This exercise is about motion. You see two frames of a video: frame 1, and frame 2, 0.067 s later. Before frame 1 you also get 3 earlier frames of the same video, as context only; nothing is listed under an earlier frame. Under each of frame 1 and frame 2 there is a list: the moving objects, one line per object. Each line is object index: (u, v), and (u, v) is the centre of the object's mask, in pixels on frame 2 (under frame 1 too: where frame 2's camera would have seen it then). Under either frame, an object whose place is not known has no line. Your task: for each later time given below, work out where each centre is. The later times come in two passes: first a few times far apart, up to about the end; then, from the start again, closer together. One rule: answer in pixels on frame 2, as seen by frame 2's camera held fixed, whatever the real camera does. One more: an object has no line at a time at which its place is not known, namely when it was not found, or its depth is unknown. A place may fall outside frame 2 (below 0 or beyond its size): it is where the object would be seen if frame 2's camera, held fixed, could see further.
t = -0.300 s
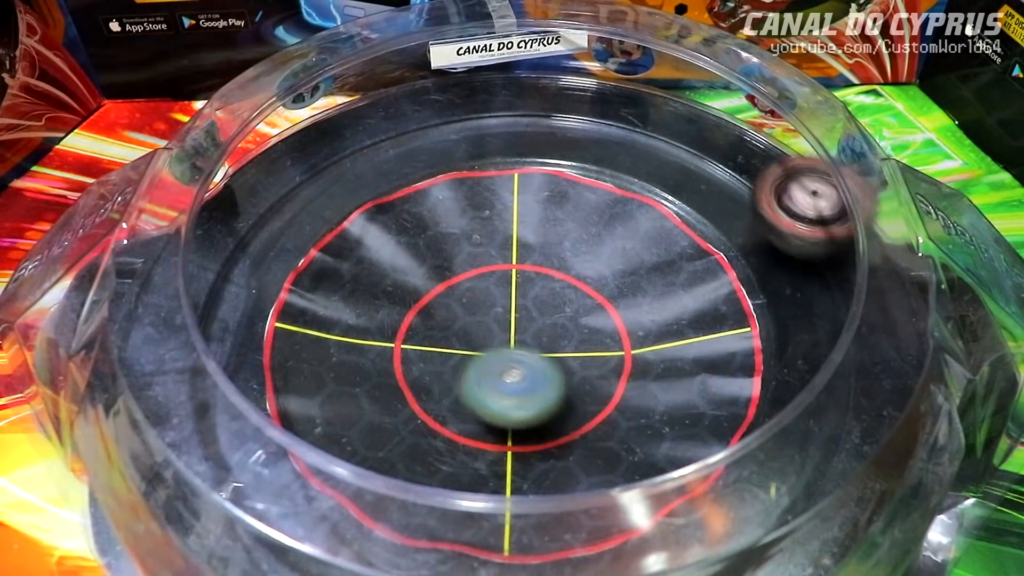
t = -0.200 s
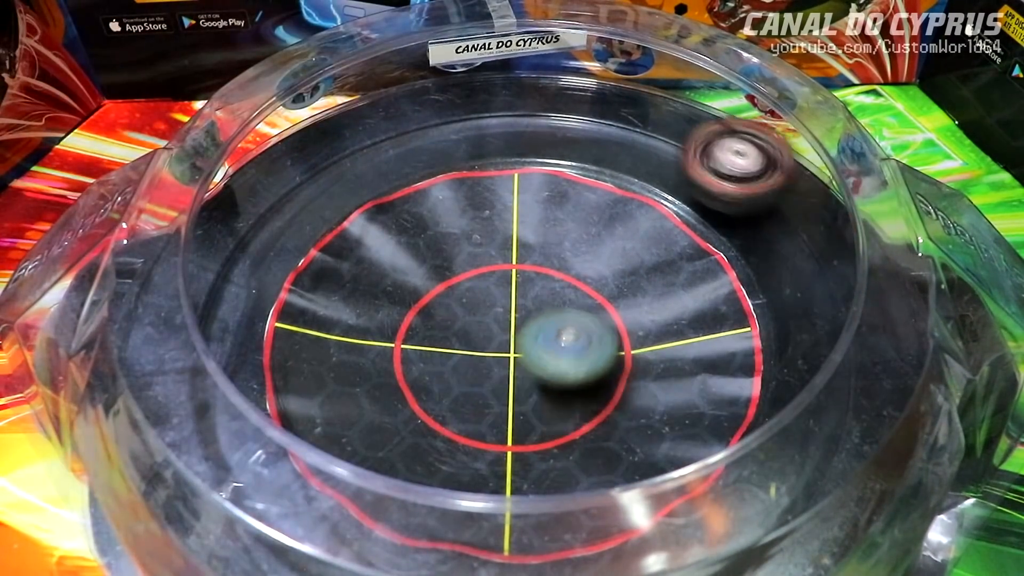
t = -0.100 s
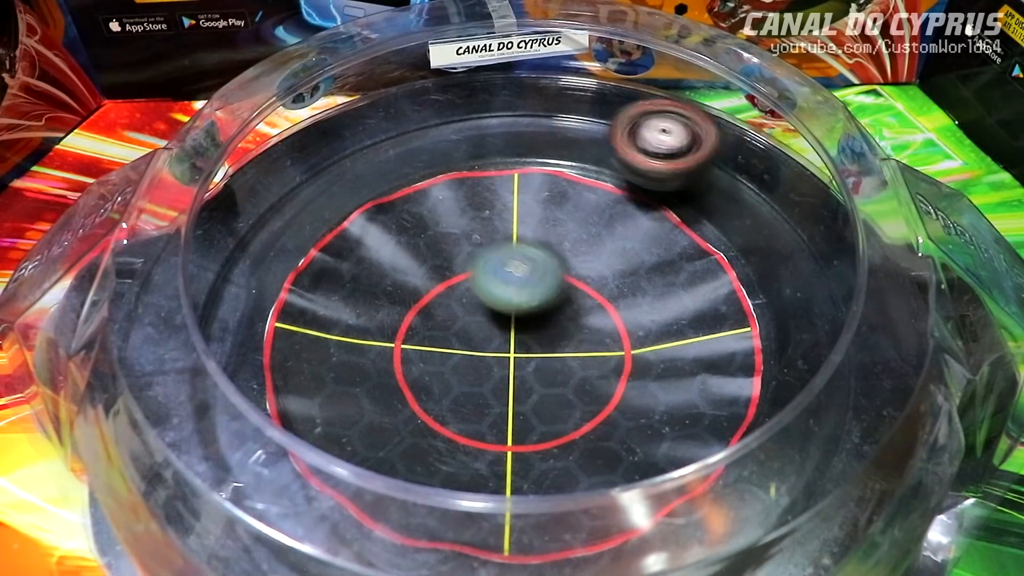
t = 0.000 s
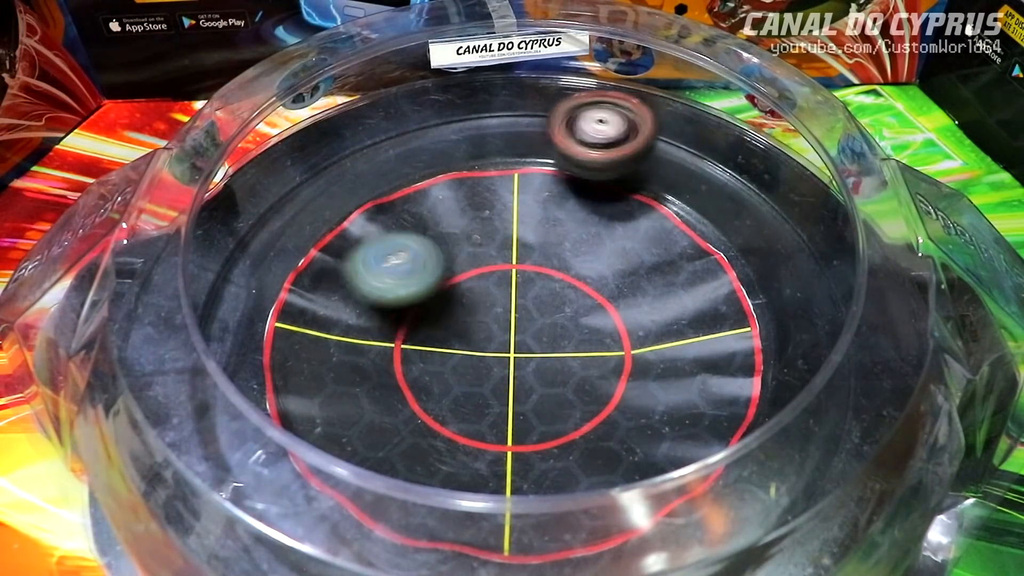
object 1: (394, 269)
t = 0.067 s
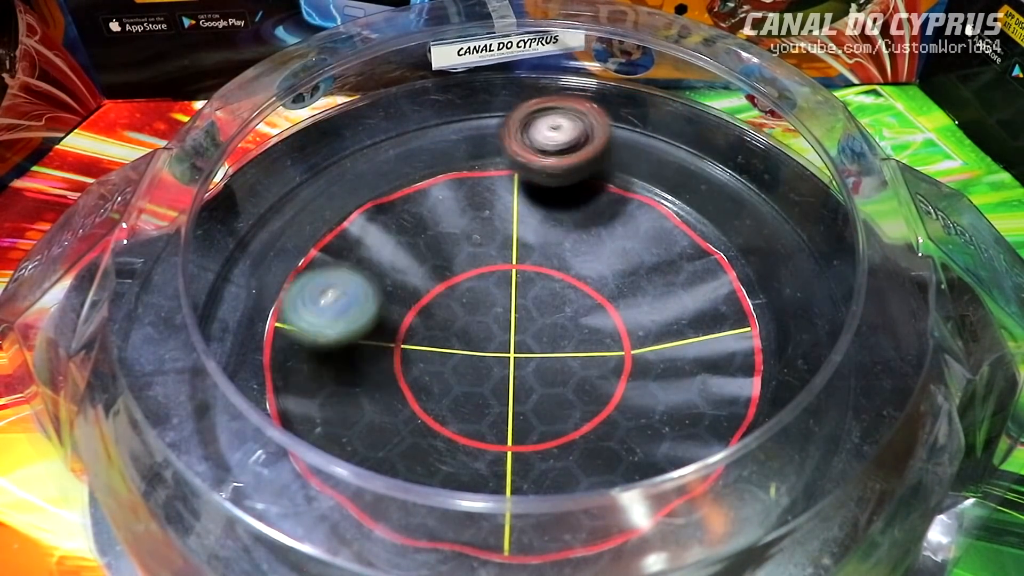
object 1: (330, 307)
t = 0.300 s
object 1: (471, 462)
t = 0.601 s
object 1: (581, 203)
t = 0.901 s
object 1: (276, 188)
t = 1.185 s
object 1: (266, 199)
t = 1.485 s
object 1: (321, 178)
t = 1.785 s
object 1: (344, 117)
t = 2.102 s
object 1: (339, 150)
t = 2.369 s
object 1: (385, 303)
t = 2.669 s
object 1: (493, 353)
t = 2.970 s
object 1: (471, 324)
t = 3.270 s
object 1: (529, 295)
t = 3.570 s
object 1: (472, 357)
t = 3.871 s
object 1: (571, 259)
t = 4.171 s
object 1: (465, 336)
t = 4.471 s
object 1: (624, 307)
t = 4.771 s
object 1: (472, 306)
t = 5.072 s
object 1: (591, 376)
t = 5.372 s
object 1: (496, 286)
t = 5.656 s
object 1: (487, 390)
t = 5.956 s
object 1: (539, 282)
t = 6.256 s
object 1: (452, 342)
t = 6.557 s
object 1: (575, 291)
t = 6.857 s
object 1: (473, 315)
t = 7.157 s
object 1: (597, 323)
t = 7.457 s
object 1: (489, 316)
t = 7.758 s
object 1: (570, 353)
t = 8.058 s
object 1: (479, 306)
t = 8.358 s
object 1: (529, 357)
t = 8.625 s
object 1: (517, 281)
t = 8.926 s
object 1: (502, 339)
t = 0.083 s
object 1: (319, 320)
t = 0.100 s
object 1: (310, 334)
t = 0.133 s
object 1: (305, 367)
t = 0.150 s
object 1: (308, 384)
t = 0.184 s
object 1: (327, 410)
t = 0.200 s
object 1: (340, 421)
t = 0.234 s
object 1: (377, 441)
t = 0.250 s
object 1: (395, 457)
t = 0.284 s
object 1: (444, 460)
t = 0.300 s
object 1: (471, 462)
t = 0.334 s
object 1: (524, 458)
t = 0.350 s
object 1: (553, 452)
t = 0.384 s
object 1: (597, 429)
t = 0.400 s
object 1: (614, 413)
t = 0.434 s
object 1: (641, 378)
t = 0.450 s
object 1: (650, 356)
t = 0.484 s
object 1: (656, 317)
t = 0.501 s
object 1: (653, 297)
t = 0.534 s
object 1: (638, 262)
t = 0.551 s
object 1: (628, 244)
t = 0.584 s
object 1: (595, 215)
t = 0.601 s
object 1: (581, 203)
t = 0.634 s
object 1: (539, 181)
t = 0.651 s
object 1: (519, 175)
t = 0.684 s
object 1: (476, 164)
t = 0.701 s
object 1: (455, 161)
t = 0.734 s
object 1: (414, 161)
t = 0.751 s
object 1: (395, 164)
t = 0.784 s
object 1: (358, 175)
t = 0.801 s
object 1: (342, 181)
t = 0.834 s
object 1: (313, 189)
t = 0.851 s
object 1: (302, 191)
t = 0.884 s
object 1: (282, 190)
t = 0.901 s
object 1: (276, 188)
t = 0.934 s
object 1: (268, 185)
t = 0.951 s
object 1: (265, 187)
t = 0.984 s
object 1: (262, 198)
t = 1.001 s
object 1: (260, 203)
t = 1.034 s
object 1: (258, 208)
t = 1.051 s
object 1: (257, 208)
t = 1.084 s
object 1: (257, 208)
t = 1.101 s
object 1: (258, 207)
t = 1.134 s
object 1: (260, 204)
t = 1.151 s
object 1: (262, 203)
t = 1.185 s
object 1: (266, 199)
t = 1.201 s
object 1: (268, 197)
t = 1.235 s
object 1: (273, 193)
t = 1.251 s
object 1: (276, 191)
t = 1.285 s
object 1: (281, 188)
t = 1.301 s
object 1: (284, 188)
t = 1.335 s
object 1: (290, 185)
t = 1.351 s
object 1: (293, 184)
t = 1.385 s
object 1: (299, 182)
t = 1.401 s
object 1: (303, 181)
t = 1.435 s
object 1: (310, 179)
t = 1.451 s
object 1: (313, 179)
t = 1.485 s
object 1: (321, 178)
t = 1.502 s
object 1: (324, 177)
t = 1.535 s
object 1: (332, 175)
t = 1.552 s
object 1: (336, 176)
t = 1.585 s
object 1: (342, 176)
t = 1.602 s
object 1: (346, 175)
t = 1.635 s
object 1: (341, 139)
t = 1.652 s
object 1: (338, 127)
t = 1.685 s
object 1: (337, 110)
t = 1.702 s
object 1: (339, 110)
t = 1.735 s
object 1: (343, 115)
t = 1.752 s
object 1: (343, 115)
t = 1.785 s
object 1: (344, 117)
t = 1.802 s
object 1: (344, 116)
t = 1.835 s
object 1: (346, 115)
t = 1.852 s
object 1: (348, 115)
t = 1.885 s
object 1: (350, 114)
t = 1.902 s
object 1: (351, 113)
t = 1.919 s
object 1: (353, 113)
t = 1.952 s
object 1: (357, 113)
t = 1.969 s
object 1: (358, 113)
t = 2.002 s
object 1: (357, 116)
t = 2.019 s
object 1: (355, 120)
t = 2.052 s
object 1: (348, 133)
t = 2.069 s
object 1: (344, 140)
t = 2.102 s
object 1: (339, 150)
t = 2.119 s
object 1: (339, 155)
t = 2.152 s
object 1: (344, 163)
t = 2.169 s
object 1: (349, 167)
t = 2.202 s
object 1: (357, 176)
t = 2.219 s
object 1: (362, 184)
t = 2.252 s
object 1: (368, 203)
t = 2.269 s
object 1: (370, 215)
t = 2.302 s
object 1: (373, 242)
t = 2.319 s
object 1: (375, 256)
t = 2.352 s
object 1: (380, 287)
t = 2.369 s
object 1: (385, 303)
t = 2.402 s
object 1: (402, 332)
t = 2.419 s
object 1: (414, 346)
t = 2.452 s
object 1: (445, 371)
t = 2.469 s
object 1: (462, 379)
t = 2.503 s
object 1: (496, 392)
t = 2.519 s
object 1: (518, 395)
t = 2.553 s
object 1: (505, 383)
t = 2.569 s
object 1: (495, 377)
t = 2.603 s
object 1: (486, 365)
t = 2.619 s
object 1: (486, 359)
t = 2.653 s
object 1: (489, 354)
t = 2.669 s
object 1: (493, 353)
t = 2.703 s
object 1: (500, 352)
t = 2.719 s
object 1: (503, 351)
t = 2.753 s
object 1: (508, 348)
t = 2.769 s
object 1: (510, 345)
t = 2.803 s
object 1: (511, 338)
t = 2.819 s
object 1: (510, 334)
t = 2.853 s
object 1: (504, 327)
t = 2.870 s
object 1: (500, 325)
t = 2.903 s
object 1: (491, 321)
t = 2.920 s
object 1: (485, 320)
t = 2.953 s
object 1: (475, 321)
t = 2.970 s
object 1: (471, 324)
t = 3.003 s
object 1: (465, 331)
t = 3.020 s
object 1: (465, 335)
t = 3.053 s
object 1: (470, 344)
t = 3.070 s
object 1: (476, 348)
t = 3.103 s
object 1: (492, 351)
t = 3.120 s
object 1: (501, 351)
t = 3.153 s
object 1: (518, 344)
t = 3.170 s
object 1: (525, 339)
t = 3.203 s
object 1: (534, 325)
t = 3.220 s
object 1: (536, 318)
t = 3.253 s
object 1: (532, 302)
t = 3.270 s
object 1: (529, 295)
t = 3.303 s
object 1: (516, 282)
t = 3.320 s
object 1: (507, 278)
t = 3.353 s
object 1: (488, 272)
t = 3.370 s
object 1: (477, 273)
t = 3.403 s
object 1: (457, 279)
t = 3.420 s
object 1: (449, 284)
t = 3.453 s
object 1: (438, 299)
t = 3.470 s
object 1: (436, 306)
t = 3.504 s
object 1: (439, 326)
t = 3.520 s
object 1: (443, 335)
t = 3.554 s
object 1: (460, 351)
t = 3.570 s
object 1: (472, 357)
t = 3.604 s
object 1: (498, 363)
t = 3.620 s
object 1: (511, 364)
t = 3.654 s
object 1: (538, 359)
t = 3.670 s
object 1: (550, 355)
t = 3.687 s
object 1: (561, 349)
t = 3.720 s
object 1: (577, 333)
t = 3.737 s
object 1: (583, 325)
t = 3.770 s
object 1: (590, 308)
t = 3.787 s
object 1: (591, 300)
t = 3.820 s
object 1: (587, 281)
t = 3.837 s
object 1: (583, 272)
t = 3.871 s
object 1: (571, 259)
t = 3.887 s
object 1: (564, 254)
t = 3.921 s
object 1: (547, 247)
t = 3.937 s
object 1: (537, 244)
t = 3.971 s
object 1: (515, 243)
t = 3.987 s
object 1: (504, 245)
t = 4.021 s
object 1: (482, 254)
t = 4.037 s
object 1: (475, 260)
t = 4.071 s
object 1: (461, 275)
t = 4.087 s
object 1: (457, 285)
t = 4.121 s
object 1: (455, 306)
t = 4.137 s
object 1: (456, 317)
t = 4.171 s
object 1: (465, 336)
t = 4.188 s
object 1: (472, 345)
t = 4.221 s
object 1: (491, 358)
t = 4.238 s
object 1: (504, 364)
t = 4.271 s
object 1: (529, 370)
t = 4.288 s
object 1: (542, 370)
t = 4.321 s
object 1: (567, 366)
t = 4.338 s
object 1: (578, 363)
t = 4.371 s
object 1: (597, 353)
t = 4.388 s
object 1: (606, 347)
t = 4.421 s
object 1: (618, 330)
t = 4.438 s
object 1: (622, 322)
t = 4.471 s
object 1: (624, 307)
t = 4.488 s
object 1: (623, 298)
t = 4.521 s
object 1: (614, 282)
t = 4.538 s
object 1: (607, 275)
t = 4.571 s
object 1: (591, 266)
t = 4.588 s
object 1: (581, 262)
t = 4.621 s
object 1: (559, 260)
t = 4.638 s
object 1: (547, 261)
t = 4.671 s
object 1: (523, 266)
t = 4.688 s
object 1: (513, 270)
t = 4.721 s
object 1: (492, 283)
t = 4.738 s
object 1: (484, 290)
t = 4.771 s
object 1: (472, 306)
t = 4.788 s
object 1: (468, 314)
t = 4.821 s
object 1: (465, 333)
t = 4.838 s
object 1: (467, 342)
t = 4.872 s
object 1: (473, 359)
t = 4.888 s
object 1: (479, 367)
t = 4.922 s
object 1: (495, 381)
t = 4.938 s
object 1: (506, 385)
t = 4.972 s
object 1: (527, 391)
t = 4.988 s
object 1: (539, 392)
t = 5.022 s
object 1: (564, 390)
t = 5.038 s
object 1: (573, 386)
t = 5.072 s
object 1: (591, 376)
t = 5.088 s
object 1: (598, 369)
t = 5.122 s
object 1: (608, 352)
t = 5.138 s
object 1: (610, 344)
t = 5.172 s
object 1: (609, 327)
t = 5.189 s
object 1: (605, 318)
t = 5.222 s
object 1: (592, 305)
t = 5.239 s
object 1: (584, 298)
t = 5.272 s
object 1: (565, 289)
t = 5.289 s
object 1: (556, 286)
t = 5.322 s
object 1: (531, 282)
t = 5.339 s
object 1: (520, 282)
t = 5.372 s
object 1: (496, 286)
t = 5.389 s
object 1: (487, 288)
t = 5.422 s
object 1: (466, 297)
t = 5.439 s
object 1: (459, 303)
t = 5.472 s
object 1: (447, 315)
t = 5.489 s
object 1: (443, 323)
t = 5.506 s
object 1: (440, 331)
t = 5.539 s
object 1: (440, 346)
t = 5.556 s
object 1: (442, 354)
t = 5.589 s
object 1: (452, 370)
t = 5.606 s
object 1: (458, 376)
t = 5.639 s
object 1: (476, 386)
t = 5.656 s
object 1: (487, 390)
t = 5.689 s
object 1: (511, 389)
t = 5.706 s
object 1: (522, 388)
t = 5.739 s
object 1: (544, 379)
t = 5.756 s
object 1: (553, 372)
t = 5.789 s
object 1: (565, 359)
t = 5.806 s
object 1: (570, 349)
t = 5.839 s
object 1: (571, 333)
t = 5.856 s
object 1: (571, 324)
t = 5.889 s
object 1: (566, 307)
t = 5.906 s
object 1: (562, 300)
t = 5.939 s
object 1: (549, 287)
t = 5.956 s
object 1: (539, 282)
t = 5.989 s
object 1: (522, 274)
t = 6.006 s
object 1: (513, 271)
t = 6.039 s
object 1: (493, 269)
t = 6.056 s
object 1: (483, 269)
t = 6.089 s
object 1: (465, 275)
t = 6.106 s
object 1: (458, 278)
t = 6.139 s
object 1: (444, 290)
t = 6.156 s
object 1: (440, 296)
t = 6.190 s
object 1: (437, 311)
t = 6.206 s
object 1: (438, 320)
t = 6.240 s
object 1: (445, 335)
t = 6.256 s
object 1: (452, 342)
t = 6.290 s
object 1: (468, 352)
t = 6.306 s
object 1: (478, 357)
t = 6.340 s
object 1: (501, 360)
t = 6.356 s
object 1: (513, 359)
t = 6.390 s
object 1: (534, 355)
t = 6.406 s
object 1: (544, 350)
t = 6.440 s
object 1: (560, 341)
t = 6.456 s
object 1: (565, 333)
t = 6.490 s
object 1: (573, 320)
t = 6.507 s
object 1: (577, 312)
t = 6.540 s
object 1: (576, 297)
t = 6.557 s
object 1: (575, 291)
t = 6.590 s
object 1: (567, 276)
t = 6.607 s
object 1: (562, 271)
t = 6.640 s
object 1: (547, 262)
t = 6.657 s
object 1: (539, 260)
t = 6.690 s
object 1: (521, 260)
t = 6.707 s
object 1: (512, 260)
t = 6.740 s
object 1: (496, 266)
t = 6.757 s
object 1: (488, 272)
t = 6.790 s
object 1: (478, 284)
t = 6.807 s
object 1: (474, 292)
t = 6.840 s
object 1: (472, 307)
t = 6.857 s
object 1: (473, 315)
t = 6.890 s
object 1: (479, 329)
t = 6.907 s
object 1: (485, 336)
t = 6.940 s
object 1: (500, 347)
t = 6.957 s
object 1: (509, 351)
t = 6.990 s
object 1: (527, 356)
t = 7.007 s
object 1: (537, 358)
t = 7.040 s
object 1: (557, 356)
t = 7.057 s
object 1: (565, 354)
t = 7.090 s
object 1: (580, 347)
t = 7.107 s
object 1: (586, 341)
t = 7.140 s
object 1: (596, 329)
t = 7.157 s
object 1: (597, 323)
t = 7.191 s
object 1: (598, 310)
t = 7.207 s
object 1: (595, 305)
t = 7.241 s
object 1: (586, 293)
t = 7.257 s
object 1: (579, 290)
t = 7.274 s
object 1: (572, 286)
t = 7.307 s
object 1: (556, 284)
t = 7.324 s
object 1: (546, 284)
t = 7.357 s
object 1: (528, 287)
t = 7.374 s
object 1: (520, 290)
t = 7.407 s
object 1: (505, 299)
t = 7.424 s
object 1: (499, 303)
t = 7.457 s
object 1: (489, 316)
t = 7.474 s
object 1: (487, 321)
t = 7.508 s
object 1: (485, 336)
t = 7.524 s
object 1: (486, 342)
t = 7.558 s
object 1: (491, 355)
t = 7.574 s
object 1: (495, 360)
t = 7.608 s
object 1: (507, 367)
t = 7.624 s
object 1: (515, 370)
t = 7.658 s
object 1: (531, 371)
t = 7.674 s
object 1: (538, 371)
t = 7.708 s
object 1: (554, 365)
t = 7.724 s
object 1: (560, 362)
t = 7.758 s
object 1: (570, 353)
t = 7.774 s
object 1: (573, 348)
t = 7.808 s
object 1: (576, 336)
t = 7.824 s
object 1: (575, 331)
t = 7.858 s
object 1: (567, 319)
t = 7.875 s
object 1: (563, 314)
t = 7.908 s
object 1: (550, 306)
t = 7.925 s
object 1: (543, 302)
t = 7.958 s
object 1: (526, 299)
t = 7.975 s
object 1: (517, 299)
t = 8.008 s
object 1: (501, 299)
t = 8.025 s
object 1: (493, 301)
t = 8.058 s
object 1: (479, 306)
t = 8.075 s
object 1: (473, 310)
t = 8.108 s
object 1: (463, 318)
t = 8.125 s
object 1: (461, 323)
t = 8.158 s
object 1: (458, 334)
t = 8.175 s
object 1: (459, 339)
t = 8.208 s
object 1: (464, 351)
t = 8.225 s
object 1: (469, 354)
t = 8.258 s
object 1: (482, 362)
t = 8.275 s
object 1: (490, 364)
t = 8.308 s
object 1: (507, 364)
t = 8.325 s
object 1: (514, 363)
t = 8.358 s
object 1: (529, 357)
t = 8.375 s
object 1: (535, 354)
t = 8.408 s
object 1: (545, 343)
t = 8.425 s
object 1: (549, 337)
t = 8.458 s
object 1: (552, 326)
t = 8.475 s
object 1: (552, 319)
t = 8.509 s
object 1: (550, 308)
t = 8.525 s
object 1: (546, 303)
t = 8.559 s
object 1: (539, 293)
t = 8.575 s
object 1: (535, 290)
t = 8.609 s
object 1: (523, 284)
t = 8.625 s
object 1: (517, 281)
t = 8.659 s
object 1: (503, 280)
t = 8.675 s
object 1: (496, 280)
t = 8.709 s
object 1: (484, 283)
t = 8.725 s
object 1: (479, 287)
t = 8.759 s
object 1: (471, 296)
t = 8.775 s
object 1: (469, 301)
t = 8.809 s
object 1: (468, 312)
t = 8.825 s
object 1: (469, 316)
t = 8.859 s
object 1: (477, 325)
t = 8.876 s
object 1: (482, 330)
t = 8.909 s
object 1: (495, 336)
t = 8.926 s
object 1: (502, 339)
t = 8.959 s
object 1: (516, 342)
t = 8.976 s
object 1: (524, 341)
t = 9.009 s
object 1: (539, 340)
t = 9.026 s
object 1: (546, 338)
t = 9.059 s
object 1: (558, 332)
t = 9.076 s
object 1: (562, 330)
